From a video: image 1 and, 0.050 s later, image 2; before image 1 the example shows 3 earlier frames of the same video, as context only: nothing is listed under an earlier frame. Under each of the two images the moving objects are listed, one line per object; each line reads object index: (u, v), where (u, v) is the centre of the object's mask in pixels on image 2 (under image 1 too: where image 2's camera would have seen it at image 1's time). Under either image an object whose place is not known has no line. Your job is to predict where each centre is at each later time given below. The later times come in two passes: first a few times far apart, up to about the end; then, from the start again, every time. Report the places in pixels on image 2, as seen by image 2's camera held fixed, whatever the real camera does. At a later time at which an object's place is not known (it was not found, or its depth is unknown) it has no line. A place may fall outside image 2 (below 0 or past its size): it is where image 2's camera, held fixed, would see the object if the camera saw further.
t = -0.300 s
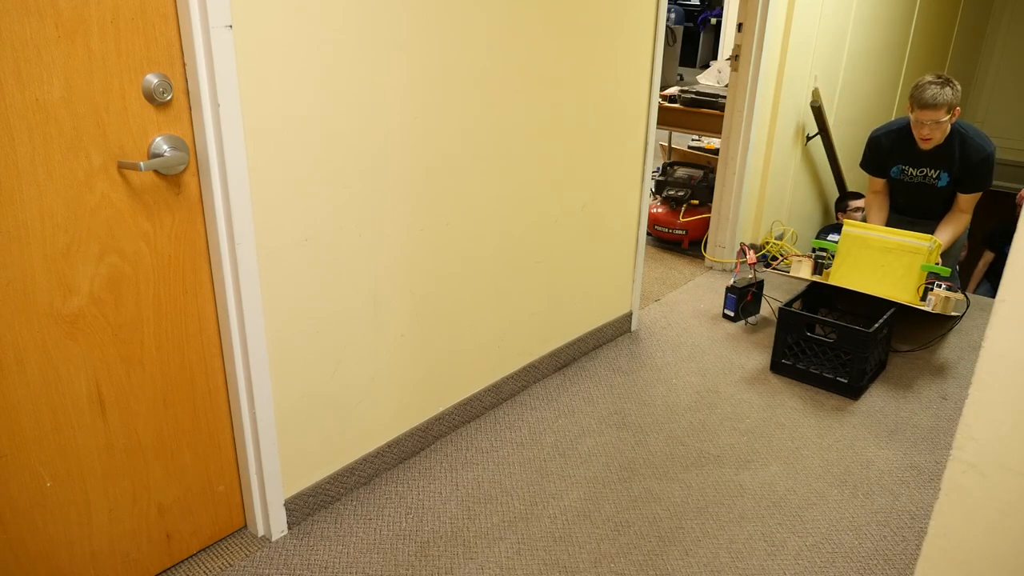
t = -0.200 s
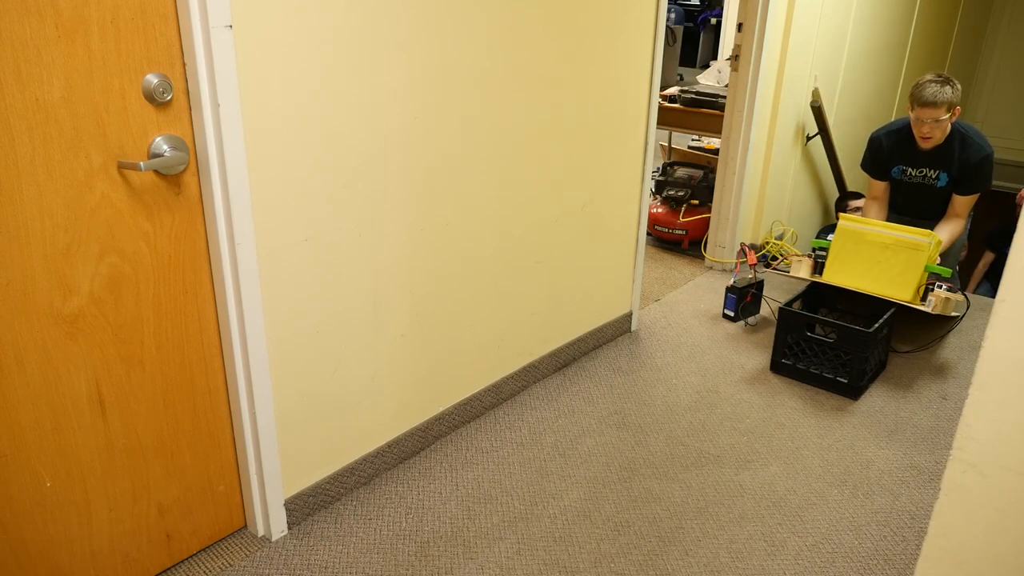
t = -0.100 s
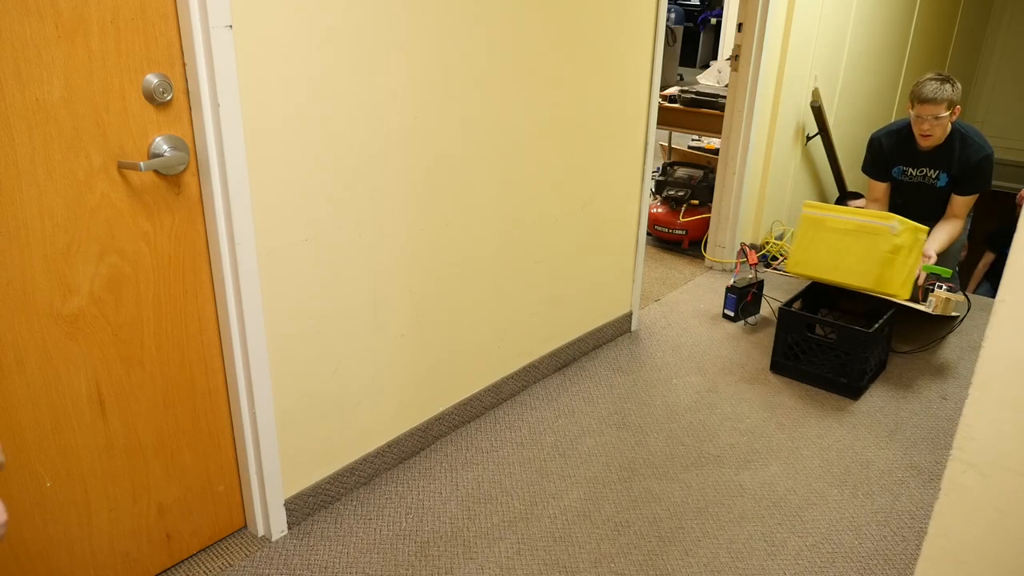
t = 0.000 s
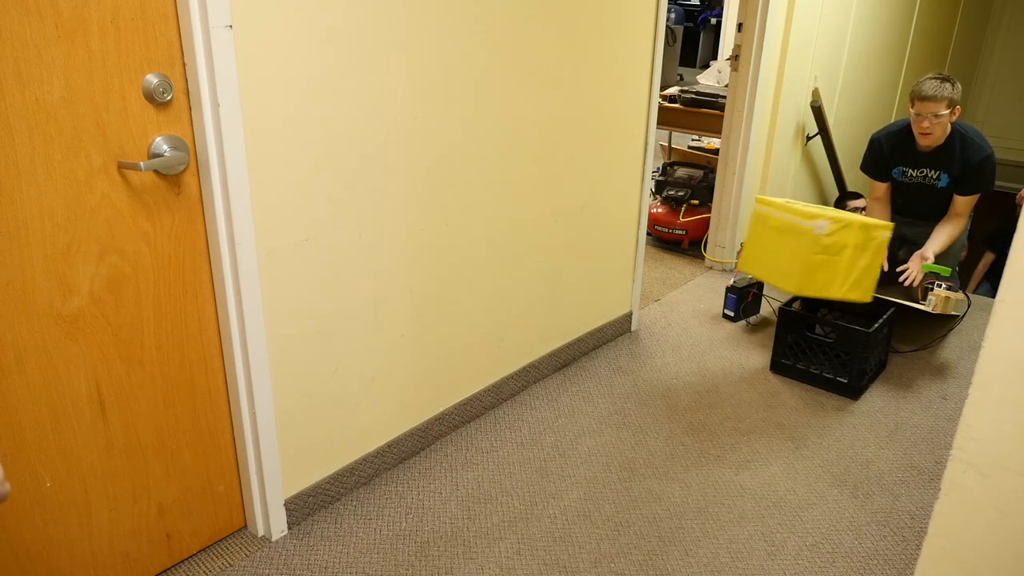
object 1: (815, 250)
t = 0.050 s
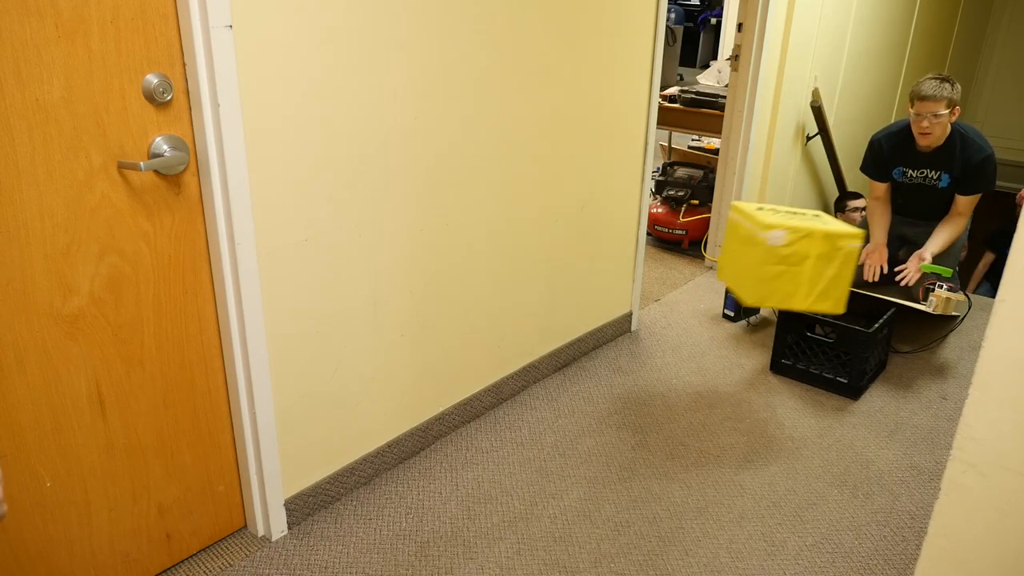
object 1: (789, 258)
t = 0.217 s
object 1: (675, 339)
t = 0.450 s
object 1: (555, 455)
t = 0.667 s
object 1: (517, 491)
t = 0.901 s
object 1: (524, 503)
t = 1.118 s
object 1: (526, 504)
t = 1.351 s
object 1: (526, 504)
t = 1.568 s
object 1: (526, 504)
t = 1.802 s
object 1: (526, 504)
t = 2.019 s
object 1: (526, 504)
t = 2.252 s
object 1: (526, 504)
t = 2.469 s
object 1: (526, 504)
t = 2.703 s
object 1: (526, 504)
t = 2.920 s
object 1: (526, 504)
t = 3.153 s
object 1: (526, 504)
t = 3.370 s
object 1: (526, 504)
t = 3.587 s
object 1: (526, 504)
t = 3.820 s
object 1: (526, 504)
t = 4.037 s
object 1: (526, 504)
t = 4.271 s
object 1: (526, 504)
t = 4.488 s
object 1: (526, 504)
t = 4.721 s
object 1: (526, 504)
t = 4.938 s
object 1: (526, 504)
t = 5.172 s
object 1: (526, 504)
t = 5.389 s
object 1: (526, 504)
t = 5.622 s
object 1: (526, 504)
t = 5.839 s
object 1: (526, 504)
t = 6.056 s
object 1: (526, 504)
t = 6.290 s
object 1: (526, 504)
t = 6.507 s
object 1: (526, 504)
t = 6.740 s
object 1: (526, 504)
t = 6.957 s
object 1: (526, 504)
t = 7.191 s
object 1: (526, 504)
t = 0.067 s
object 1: (779, 262)
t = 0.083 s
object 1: (769, 268)
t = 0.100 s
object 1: (759, 274)
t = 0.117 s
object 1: (749, 280)
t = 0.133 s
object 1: (735, 288)
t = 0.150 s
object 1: (722, 296)
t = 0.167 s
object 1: (710, 305)
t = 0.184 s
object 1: (698, 316)
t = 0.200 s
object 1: (687, 327)
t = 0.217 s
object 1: (675, 339)
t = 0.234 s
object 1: (663, 352)
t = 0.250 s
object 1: (651, 367)
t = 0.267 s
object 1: (639, 382)
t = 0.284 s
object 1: (626, 398)
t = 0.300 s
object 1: (614, 413)
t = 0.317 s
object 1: (606, 423)
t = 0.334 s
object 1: (598, 433)
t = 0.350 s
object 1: (590, 440)
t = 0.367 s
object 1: (583, 444)
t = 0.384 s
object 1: (578, 446)
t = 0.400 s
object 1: (572, 448)
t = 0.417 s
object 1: (566, 450)
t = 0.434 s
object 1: (561, 452)
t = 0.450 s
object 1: (555, 455)
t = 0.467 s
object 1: (549, 459)
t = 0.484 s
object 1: (542, 463)
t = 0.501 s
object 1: (536, 465)
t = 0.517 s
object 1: (532, 467)
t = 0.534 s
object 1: (529, 470)
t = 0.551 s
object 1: (526, 472)
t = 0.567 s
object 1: (524, 475)
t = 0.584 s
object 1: (521, 477)
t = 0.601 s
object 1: (520, 480)
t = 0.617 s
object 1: (518, 483)
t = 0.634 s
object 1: (517, 486)
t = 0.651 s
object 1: (517, 488)
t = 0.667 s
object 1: (517, 491)
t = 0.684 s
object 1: (516, 492)
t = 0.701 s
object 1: (516, 494)
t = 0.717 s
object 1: (516, 497)
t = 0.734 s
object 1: (517, 499)
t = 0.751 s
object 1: (517, 500)
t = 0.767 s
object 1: (518, 499)
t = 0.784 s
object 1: (518, 499)
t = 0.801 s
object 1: (519, 500)
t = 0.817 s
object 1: (519, 500)
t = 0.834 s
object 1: (520, 501)
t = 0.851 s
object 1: (521, 501)
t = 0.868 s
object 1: (521, 502)
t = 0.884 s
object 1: (522, 503)
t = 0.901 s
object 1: (524, 503)
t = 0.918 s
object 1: (525, 504)
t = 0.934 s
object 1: (525, 504)
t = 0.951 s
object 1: (526, 504)
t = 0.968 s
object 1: (526, 504)
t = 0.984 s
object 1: (526, 504)
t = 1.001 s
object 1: (526, 504)
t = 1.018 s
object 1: (526, 504)
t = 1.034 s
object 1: (526, 504)
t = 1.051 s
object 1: (526, 504)
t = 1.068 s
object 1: (526, 504)
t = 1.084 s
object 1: (526, 504)
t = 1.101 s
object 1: (526, 504)
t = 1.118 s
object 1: (526, 504)
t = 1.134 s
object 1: (526, 504)
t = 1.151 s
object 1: (526, 504)
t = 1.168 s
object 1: (526, 504)
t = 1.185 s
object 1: (526, 504)
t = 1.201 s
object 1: (526, 504)
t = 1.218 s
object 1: (526, 504)
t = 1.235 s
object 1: (526, 504)
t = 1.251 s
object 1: (526, 504)
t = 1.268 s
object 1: (526, 504)
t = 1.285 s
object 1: (526, 504)
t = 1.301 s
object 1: (526, 504)
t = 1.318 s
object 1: (526, 504)
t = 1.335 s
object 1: (526, 504)
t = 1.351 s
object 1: (526, 504)
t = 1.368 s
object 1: (526, 504)
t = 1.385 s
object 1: (526, 504)
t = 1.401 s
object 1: (526, 504)
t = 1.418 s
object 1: (526, 504)
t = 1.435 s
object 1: (526, 504)
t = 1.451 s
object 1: (526, 504)
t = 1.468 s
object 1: (526, 504)
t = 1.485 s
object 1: (526, 504)
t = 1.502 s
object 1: (526, 504)
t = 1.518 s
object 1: (526, 504)
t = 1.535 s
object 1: (526, 504)
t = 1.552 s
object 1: (526, 504)
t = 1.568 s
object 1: (526, 504)
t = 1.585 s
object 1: (526, 504)
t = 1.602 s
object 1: (526, 504)
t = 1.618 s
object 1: (526, 504)
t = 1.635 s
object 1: (526, 504)
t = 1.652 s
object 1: (526, 504)
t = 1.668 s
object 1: (526, 504)
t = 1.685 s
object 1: (526, 504)
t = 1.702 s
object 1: (526, 504)
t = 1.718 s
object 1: (526, 504)
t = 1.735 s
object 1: (526, 504)
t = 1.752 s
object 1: (526, 504)
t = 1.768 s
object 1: (526, 504)
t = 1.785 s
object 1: (526, 504)
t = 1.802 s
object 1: (526, 504)
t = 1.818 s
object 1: (526, 504)
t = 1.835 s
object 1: (526, 504)
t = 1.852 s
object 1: (526, 504)
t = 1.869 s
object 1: (526, 504)
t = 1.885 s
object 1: (526, 504)
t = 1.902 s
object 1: (526, 504)
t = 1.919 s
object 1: (526, 504)
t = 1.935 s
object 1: (526, 504)
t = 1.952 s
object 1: (526, 504)
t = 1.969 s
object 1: (526, 504)
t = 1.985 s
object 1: (526, 504)
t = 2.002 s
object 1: (526, 504)
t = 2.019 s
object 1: (526, 504)
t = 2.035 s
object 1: (526, 504)
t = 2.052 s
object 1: (526, 504)
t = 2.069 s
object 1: (526, 504)
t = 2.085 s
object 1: (526, 504)
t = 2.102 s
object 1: (526, 504)
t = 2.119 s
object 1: (526, 504)
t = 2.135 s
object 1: (526, 504)
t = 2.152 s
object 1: (526, 504)
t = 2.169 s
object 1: (526, 504)
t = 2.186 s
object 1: (526, 504)
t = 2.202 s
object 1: (526, 504)
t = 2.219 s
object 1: (526, 504)
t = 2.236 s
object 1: (526, 504)
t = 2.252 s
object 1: (526, 504)
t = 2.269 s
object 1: (526, 504)
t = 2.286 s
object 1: (526, 504)
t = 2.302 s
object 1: (526, 504)
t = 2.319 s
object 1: (526, 504)
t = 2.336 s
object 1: (526, 504)
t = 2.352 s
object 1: (526, 504)
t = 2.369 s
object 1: (526, 504)
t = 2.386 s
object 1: (526, 504)
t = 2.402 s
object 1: (526, 504)
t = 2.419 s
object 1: (526, 504)
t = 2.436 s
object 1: (526, 504)
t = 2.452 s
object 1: (526, 504)
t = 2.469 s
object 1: (526, 504)
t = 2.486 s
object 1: (526, 504)
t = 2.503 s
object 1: (526, 504)
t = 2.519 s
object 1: (526, 504)
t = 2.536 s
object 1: (526, 504)
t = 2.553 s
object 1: (526, 504)
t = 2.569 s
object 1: (526, 504)
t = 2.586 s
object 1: (526, 504)
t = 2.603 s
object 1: (526, 504)
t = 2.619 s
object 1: (526, 504)
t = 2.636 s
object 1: (526, 504)
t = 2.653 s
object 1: (526, 504)
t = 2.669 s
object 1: (526, 504)
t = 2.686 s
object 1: (526, 504)
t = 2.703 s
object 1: (526, 504)
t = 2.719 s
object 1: (526, 504)
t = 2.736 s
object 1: (526, 504)
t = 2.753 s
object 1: (526, 504)
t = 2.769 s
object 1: (526, 504)
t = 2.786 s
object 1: (526, 504)
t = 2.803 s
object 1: (526, 504)
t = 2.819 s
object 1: (526, 504)
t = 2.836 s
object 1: (526, 504)
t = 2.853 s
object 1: (526, 504)
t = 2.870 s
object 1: (526, 504)
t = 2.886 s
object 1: (526, 504)
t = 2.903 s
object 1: (526, 504)
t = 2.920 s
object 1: (526, 504)
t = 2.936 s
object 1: (526, 504)
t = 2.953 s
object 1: (526, 504)
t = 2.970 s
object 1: (526, 504)
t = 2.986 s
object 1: (526, 504)
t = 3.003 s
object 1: (526, 504)
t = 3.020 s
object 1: (526, 504)
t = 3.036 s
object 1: (526, 504)
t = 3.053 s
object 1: (526, 504)
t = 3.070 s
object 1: (526, 504)
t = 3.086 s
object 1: (526, 504)
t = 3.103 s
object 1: (526, 504)
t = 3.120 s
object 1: (526, 504)
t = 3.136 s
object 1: (526, 504)
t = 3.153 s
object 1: (526, 504)
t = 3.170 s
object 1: (526, 504)
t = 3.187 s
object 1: (526, 504)
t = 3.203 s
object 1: (526, 504)
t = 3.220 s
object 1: (526, 504)
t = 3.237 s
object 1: (526, 504)
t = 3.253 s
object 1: (526, 504)
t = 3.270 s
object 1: (526, 504)
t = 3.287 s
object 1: (526, 504)
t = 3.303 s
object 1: (526, 504)
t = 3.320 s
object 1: (526, 504)
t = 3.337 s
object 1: (526, 504)
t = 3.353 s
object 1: (526, 504)
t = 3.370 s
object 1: (526, 504)
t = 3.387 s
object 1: (526, 504)
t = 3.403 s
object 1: (526, 504)
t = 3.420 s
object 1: (526, 504)
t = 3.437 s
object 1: (526, 504)
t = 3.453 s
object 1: (526, 504)
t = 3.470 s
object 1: (526, 504)
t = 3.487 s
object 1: (526, 504)
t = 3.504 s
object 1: (526, 504)
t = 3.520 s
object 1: (526, 504)
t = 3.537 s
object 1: (526, 504)
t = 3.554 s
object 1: (526, 504)
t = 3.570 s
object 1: (526, 504)
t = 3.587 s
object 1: (526, 504)
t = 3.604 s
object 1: (526, 504)
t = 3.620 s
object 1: (526, 504)
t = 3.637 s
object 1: (526, 504)
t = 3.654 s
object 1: (526, 504)
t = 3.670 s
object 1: (526, 504)
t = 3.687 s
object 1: (526, 504)
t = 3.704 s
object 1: (526, 504)
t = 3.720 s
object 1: (526, 504)
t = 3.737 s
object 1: (526, 504)
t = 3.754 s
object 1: (526, 504)
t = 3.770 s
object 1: (526, 504)
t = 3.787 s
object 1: (526, 504)
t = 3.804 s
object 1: (526, 504)
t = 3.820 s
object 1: (526, 504)
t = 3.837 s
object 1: (526, 504)
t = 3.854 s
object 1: (526, 504)
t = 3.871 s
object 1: (526, 504)
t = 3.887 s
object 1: (526, 504)
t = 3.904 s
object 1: (526, 504)
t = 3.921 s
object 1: (526, 504)
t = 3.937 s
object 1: (526, 504)
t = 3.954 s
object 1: (526, 504)
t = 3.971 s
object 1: (526, 504)
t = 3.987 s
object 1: (526, 504)
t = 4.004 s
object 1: (526, 504)
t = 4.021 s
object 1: (526, 504)
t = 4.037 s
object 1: (526, 504)
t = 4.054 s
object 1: (526, 504)
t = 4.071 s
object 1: (526, 504)
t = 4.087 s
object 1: (526, 504)
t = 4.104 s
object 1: (526, 504)
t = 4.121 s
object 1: (526, 504)
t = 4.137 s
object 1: (526, 504)
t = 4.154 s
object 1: (526, 504)
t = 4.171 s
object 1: (526, 504)
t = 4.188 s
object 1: (526, 504)
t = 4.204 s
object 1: (526, 504)
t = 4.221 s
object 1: (526, 504)
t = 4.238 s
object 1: (526, 504)
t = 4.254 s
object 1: (526, 504)
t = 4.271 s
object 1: (526, 504)
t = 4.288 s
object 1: (526, 504)
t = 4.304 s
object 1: (526, 504)
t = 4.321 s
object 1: (526, 504)
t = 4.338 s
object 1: (526, 504)
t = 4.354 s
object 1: (526, 504)
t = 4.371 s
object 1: (526, 504)
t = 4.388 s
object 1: (526, 504)
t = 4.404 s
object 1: (526, 504)
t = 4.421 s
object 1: (526, 504)
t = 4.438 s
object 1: (526, 504)
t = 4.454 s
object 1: (526, 504)
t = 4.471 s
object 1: (526, 504)
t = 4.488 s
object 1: (526, 504)
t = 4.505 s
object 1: (526, 504)
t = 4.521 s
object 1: (526, 504)
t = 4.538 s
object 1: (526, 504)
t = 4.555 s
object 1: (526, 504)
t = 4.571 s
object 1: (526, 504)
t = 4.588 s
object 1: (526, 504)
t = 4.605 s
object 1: (526, 504)
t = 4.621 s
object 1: (526, 504)
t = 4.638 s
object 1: (526, 504)
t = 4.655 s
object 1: (526, 504)
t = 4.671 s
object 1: (526, 504)
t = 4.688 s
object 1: (526, 504)
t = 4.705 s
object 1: (526, 504)
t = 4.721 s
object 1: (526, 504)
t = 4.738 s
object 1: (526, 504)
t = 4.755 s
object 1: (526, 504)
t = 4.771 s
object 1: (526, 504)
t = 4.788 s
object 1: (526, 504)
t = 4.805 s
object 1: (526, 504)
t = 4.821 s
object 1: (526, 504)
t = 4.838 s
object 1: (526, 504)
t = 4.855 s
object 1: (526, 504)
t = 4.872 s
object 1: (526, 504)
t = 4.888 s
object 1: (526, 504)
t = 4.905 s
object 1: (526, 504)
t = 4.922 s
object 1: (526, 504)
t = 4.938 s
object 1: (526, 504)
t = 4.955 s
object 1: (526, 504)
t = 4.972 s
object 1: (526, 504)
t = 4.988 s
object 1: (526, 504)
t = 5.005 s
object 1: (526, 504)
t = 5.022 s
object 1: (526, 504)
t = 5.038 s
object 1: (526, 504)
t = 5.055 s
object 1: (526, 504)
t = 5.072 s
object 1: (526, 504)
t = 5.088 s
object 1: (526, 504)
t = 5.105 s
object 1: (526, 504)
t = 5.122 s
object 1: (526, 504)
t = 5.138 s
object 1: (526, 504)
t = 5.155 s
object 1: (526, 504)
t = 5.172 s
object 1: (526, 504)
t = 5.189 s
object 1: (526, 504)
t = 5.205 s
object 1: (526, 504)
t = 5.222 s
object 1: (526, 504)
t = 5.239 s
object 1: (526, 504)
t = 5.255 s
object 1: (526, 504)
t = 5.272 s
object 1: (526, 504)
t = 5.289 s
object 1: (526, 504)
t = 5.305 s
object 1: (526, 504)
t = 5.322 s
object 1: (526, 504)
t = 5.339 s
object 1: (526, 504)
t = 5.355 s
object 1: (526, 504)
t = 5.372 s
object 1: (526, 504)
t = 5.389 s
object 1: (526, 504)
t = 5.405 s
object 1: (526, 504)
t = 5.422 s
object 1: (526, 504)
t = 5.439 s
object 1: (526, 504)
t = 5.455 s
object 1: (526, 504)
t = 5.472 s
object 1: (526, 504)
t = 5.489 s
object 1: (526, 504)
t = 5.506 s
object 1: (526, 504)
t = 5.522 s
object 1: (526, 504)
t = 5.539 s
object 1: (526, 504)
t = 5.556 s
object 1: (526, 504)
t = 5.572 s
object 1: (526, 504)
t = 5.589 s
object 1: (526, 504)
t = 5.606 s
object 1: (526, 504)
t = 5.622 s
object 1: (526, 504)
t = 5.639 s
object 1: (526, 504)
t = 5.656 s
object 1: (526, 504)
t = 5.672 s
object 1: (526, 504)
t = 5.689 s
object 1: (526, 504)
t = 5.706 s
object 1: (526, 504)
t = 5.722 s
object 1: (526, 504)
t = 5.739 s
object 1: (526, 504)
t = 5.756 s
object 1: (526, 504)
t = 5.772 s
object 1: (526, 504)
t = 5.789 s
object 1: (526, 504)
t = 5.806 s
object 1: (526, 504)
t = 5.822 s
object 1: (526, 504)
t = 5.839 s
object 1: (526, 504)
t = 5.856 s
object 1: (526, 504)
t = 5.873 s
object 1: (526, 504)
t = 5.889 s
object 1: (526, 504)
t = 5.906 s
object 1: (526, 504)
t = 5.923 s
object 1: (526, 504)
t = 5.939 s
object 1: (526, 504)
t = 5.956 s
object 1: (526, 504)
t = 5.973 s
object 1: (526, 504)
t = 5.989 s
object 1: (526, 504)
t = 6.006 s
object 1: (526, 504)
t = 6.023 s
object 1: (526, 504)
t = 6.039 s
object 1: (526, 504)
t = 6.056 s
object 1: (526, 504)
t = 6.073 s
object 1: (526, 504)
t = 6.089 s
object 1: (526, 504)
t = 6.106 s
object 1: (526, 504)
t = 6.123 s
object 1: (526, 504)
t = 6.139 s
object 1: (526, 504)
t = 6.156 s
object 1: (526, 504)
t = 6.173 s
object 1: (526, 504)
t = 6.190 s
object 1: (526, 504)
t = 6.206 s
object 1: (526, 504)
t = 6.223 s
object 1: (526, 504)
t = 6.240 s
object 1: (526, 504)
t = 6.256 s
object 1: (526, 504)
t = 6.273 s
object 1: (526, 504)
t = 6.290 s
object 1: (526, 504)
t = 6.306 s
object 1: (526, 504)
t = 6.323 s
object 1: (526, 504)
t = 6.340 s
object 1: (526, 504)
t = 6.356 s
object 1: (526, 504)
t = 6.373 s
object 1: (526, 504)
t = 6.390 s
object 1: (526, 504)
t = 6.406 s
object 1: (526, 504)
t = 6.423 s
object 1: (526, 504)
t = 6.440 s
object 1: (526, 504)
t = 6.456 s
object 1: (526, 504)
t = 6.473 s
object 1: (526, 504)
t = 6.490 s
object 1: (526, 504)
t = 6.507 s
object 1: (526, 504)
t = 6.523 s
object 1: (526, 504)
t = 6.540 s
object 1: (526, 504)
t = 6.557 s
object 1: (526, 504)
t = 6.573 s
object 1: (526, 504)
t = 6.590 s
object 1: (526, 504)
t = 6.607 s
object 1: (526, 504)
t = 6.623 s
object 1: (526, 504)
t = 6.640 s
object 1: (526, 504)
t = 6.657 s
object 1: (526, 504)
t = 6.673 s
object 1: (526, 504)
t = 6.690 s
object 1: (526, 504)
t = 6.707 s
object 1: (526, 504)
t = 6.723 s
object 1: (526, 504)
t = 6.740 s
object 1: (526, 504)
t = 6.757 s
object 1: (526, 504)
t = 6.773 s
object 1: (526, 504)
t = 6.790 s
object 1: (526, 504)
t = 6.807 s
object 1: (526, 504)
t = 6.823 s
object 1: (526, 504)
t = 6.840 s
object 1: (526, 504)
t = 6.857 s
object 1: (526, 504)
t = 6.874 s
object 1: (526, 504)
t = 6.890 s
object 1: (526, 504)
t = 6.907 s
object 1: (526, 504)
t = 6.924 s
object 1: (526, 504)
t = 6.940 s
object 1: (526, 504)
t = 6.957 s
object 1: (526, 504)
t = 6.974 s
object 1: (526, 504)
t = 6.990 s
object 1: (526, 504)
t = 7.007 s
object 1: (526, 504)
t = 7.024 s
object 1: (526, 504)
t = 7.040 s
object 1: (526, 504)
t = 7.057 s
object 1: (526, 504)
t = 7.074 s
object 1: (526, 504)
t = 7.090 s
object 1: (526, 504)
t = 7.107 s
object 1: (526, 504)
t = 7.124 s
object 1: (526, 504)
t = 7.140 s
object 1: (526, 504)
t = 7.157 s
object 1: (526, 504)
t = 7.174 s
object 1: (526, 504)
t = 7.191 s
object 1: (526, 504)
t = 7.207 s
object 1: (526, 504)
